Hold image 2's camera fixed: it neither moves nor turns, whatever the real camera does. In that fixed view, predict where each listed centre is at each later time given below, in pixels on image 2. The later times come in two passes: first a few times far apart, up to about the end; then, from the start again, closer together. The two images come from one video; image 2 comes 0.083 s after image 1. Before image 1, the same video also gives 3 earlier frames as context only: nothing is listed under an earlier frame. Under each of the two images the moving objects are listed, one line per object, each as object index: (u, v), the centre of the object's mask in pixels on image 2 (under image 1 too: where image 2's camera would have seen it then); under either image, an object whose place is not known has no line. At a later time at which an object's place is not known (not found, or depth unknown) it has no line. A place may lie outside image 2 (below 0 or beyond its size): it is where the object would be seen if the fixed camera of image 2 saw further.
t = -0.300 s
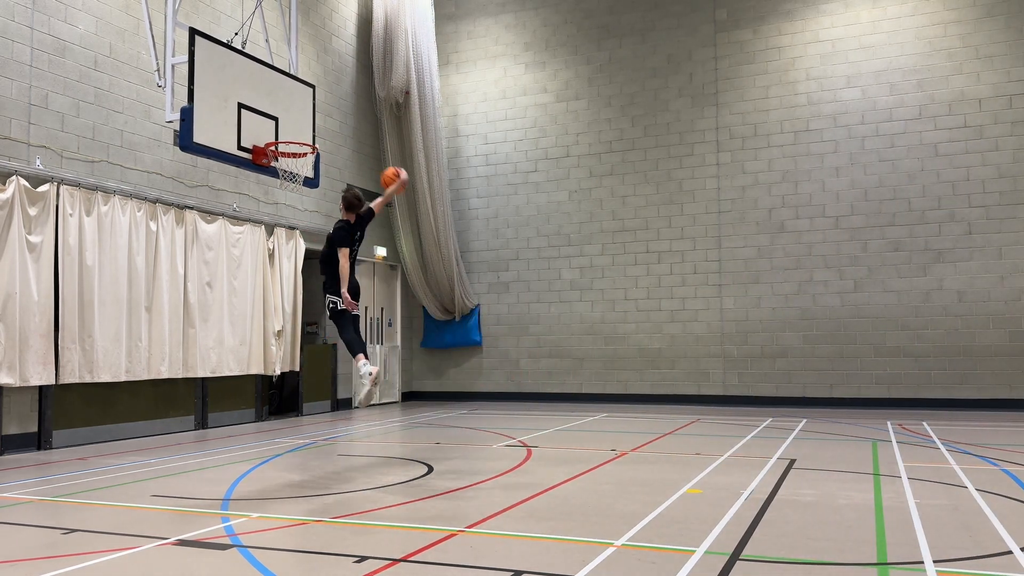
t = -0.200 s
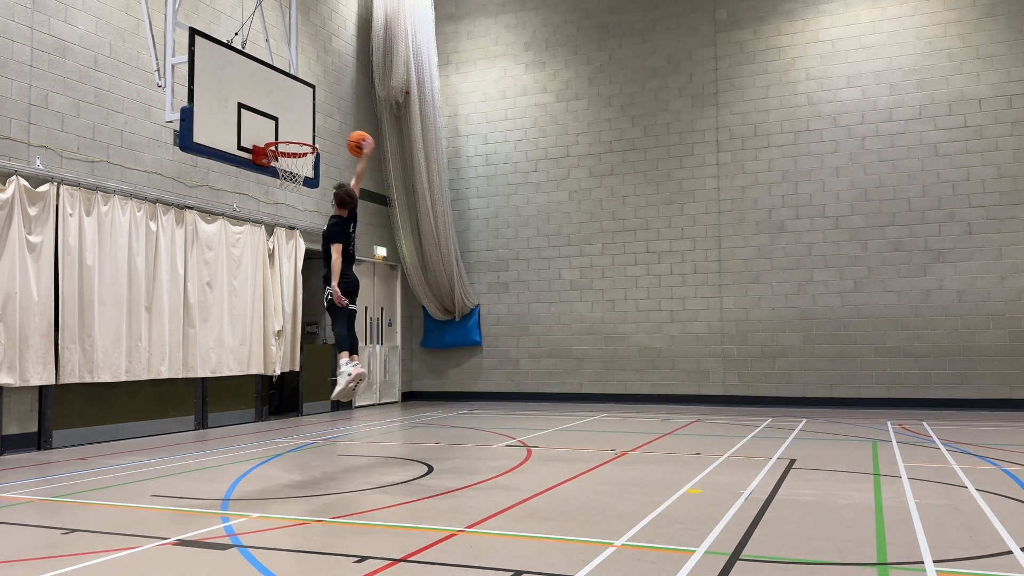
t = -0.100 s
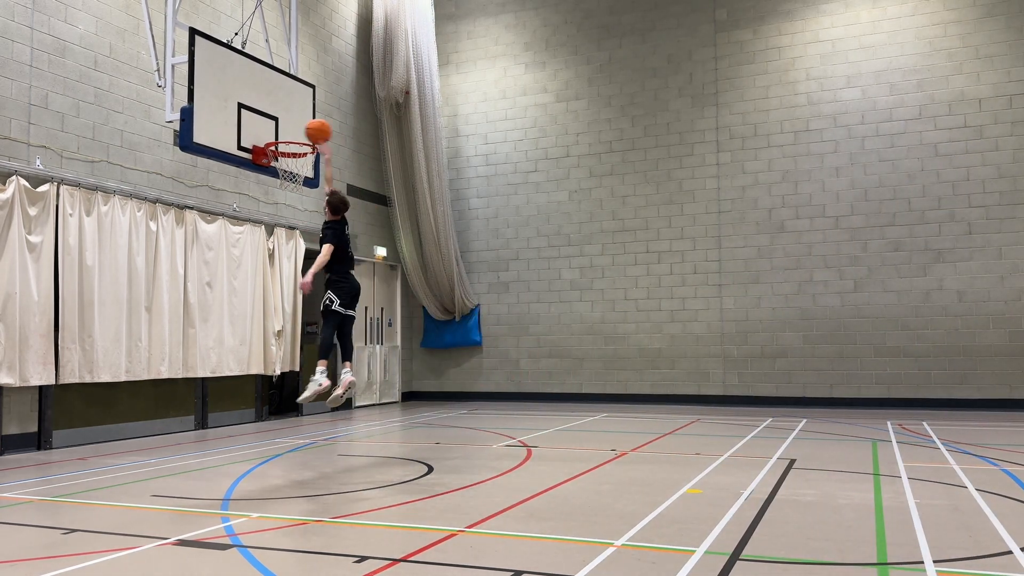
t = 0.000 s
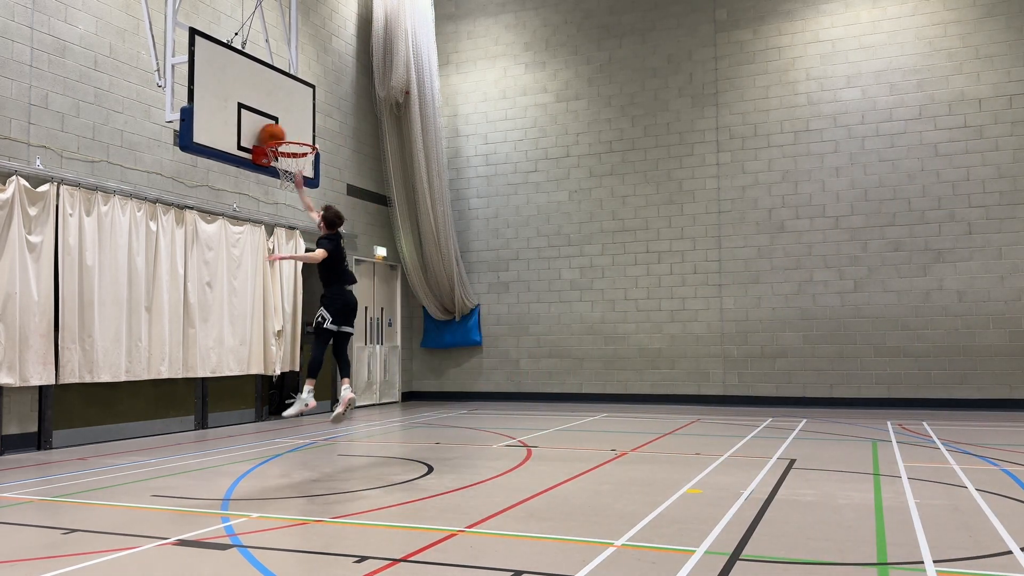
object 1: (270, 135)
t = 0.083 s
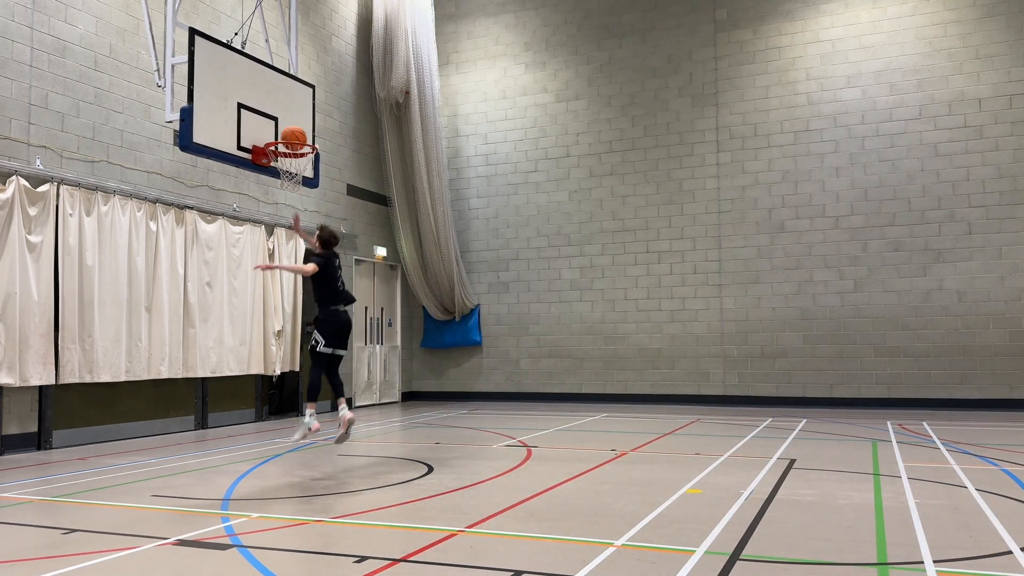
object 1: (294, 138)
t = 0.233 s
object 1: (309, 120)
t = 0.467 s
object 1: (311, 110)
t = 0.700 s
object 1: (315, 161)
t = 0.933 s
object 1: (318, 279)
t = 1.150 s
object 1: (319, 461)
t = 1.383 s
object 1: (346, 350)
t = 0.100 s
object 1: (299, 139)
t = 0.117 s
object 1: (304, 141)
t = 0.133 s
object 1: (308, 140)
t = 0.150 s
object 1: (308, 136)
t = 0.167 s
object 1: (308, 132)
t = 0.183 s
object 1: (308, 129)
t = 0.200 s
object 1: (308, 126)
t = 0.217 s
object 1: (308, 122)
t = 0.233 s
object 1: (309, 120)
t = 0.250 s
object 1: (309, 117)
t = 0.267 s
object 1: (309, 115)
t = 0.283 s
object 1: (309, 113)
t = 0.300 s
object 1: (309, 111)
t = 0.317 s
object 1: (310, 110)
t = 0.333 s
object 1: (310, 109)
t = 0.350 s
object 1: (310, 108)
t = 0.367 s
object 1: (310, 108)
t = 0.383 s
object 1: (310, 107)
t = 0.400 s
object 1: (311, 107)
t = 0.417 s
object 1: (311, 108)
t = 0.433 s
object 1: (311, 108)
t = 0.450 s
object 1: (311, 109)
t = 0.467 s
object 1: (311, 110)
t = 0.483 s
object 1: (312, 112)
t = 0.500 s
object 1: (312, 114)
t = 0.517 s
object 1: (312, 116)
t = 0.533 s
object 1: (313, 118)
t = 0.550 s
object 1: (313, 121)
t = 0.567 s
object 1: (313, 124)
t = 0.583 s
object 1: (313, 127)
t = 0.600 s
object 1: (313, 131)
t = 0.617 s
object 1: (313, 135)
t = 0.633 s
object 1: (314, 140)
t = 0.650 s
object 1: (314, 144)
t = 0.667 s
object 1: (314, 149)
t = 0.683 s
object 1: (315, 155)
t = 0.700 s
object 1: (315, 161)
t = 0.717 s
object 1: (315, 167)
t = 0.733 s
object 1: (316, 173)
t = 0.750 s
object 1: (316, 180)
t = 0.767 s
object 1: (316, 187)
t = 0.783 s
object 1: (316, 194)
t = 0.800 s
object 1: (317, 202)
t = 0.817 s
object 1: (317, 210)
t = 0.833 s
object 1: (317, 219)
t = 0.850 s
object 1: (317, 228)
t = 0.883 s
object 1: (318, 248)
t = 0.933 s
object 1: (318, 279)
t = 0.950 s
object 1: (318, 290)
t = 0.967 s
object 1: (318, 302)
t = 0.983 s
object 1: (318, 314)
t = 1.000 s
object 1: (318, 327)
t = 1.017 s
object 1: (319, 340)
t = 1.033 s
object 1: (319, 354)
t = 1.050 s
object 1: (319, 368)
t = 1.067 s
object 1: (319, 382)
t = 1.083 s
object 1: (319, 396)
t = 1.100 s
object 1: (319, 411)
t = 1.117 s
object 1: (319, 427)
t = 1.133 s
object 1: (319, 444)
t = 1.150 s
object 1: (319, 461)
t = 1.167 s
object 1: (319, 479)
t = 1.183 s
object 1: (320, 479)
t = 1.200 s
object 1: (323, 467)
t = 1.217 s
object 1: (325, 455)
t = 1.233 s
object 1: (327, 442)
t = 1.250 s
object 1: (329, 430)
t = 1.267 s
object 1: (331, 419)
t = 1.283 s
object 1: (333, 408)
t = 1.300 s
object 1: (336, 398)
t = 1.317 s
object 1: (337, 389)
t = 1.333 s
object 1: (339, 378)
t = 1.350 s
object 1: (341, 369)
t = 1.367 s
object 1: (343, 359)
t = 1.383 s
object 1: (346, 350)
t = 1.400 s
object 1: (348, 342)
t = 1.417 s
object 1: (350, 333)
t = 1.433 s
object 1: (352, 325)
